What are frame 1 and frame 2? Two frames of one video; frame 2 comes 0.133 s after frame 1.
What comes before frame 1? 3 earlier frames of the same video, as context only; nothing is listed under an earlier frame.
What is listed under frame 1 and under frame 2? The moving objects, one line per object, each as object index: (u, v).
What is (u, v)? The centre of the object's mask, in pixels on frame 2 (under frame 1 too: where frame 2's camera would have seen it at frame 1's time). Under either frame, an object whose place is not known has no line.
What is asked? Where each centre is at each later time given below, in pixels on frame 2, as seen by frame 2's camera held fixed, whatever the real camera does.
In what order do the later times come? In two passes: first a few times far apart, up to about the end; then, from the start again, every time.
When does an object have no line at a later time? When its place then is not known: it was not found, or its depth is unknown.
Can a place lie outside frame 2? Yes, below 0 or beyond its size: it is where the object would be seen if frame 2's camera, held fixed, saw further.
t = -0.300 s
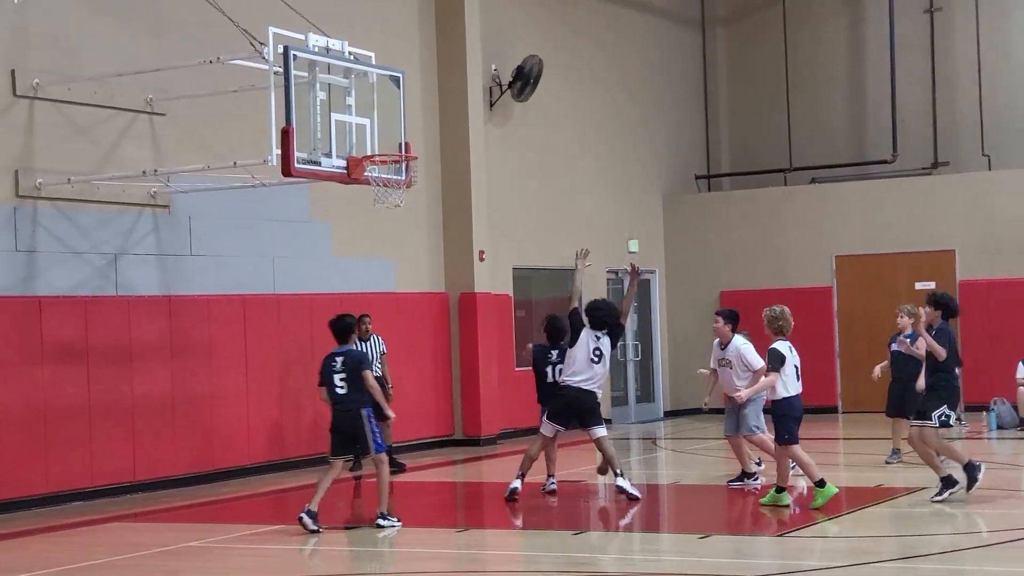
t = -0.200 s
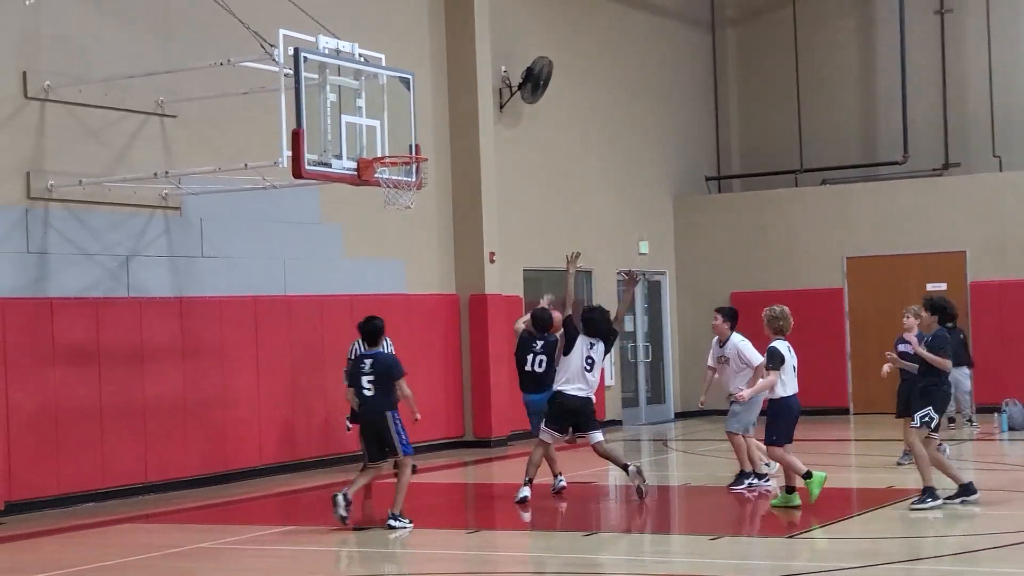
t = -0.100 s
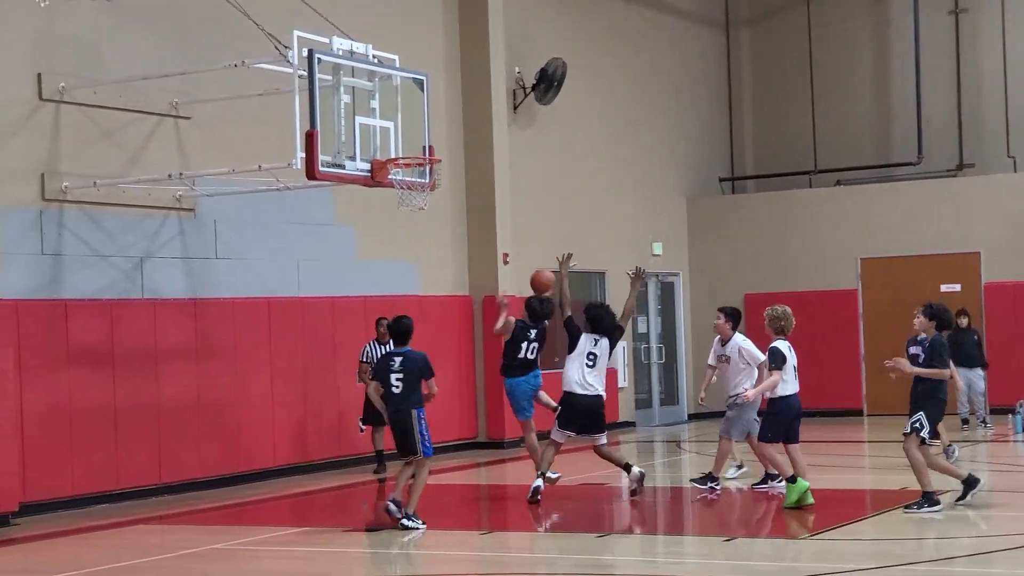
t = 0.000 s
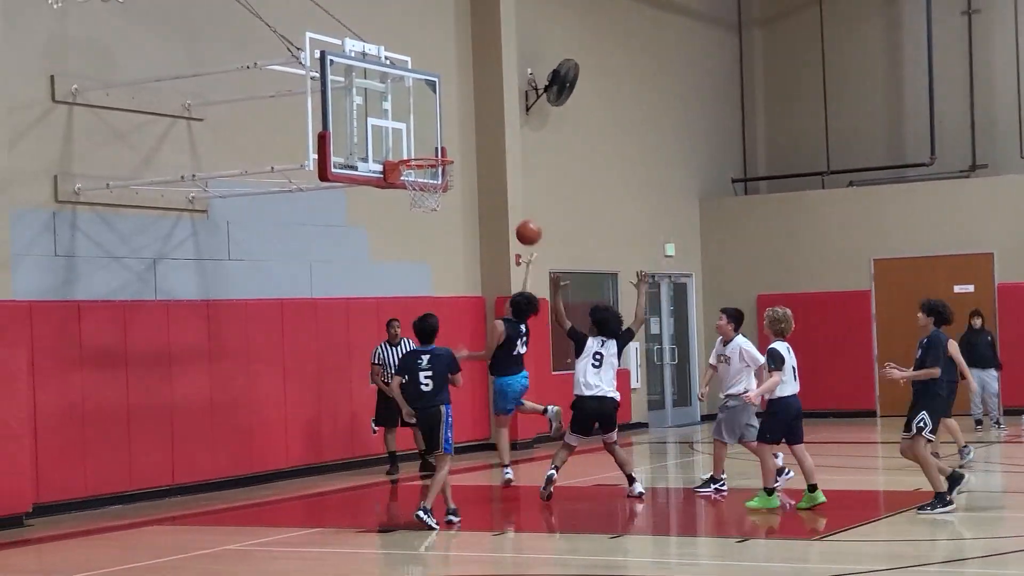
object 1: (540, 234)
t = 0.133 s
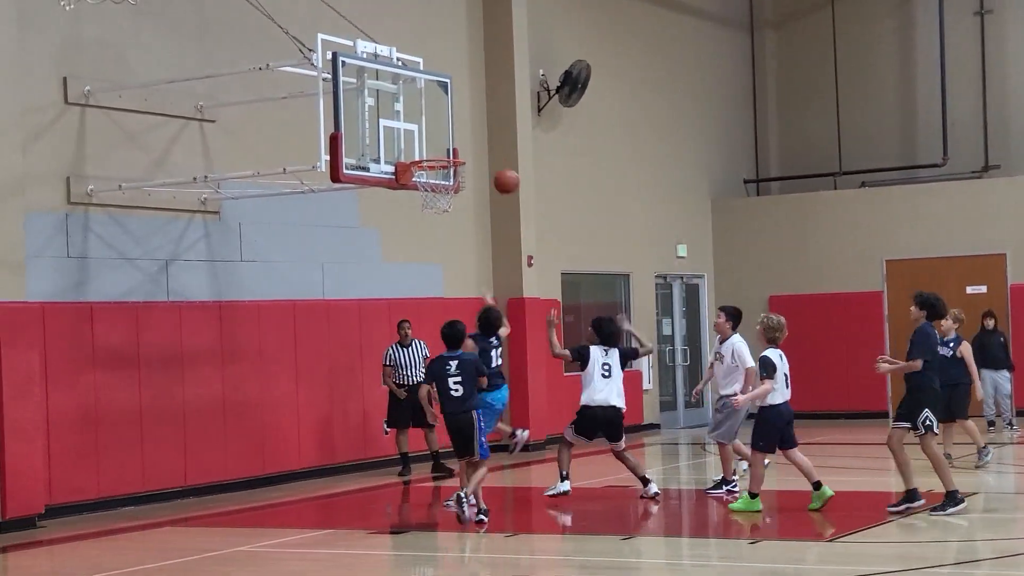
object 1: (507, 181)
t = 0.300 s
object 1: (465, 141)
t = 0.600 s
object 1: (424, 135)
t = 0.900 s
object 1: (452, 179)
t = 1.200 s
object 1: (426, 213)
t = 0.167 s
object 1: (498, 171)
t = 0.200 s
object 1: (489, 162)
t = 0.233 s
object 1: (481, 154)
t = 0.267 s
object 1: (473, 147)
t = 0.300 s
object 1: (465, 141)
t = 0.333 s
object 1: (456, 137)
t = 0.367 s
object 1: (448, 134)
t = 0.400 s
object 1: (440, 131)
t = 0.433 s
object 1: (432, 130)
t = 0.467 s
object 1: (424, 130)
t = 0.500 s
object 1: (417, 131)
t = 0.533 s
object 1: (420, 131)
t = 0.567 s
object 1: (422, 132)
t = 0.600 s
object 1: (424, 135)
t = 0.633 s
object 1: (426, 139)
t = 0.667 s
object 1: (428, 144)
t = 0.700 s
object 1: (430, 149)
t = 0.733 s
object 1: (433, 157)
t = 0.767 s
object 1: (438, 160)
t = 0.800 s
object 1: (444, 164)
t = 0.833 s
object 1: (451, 171)
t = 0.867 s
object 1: (453, 175)
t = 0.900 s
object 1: (452, 179)
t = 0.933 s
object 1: (452, 183)
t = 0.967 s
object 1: (449, 190)
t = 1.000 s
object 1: (447, 194)
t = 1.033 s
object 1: (444, 198)
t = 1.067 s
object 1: (437, 204)
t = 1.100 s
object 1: (433, 205)
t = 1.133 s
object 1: (430, 208)
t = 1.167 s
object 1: (428, 211)
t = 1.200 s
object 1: (426, 213)
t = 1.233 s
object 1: (423, 216)
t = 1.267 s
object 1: (420, 223)
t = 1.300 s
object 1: (417, 230)
